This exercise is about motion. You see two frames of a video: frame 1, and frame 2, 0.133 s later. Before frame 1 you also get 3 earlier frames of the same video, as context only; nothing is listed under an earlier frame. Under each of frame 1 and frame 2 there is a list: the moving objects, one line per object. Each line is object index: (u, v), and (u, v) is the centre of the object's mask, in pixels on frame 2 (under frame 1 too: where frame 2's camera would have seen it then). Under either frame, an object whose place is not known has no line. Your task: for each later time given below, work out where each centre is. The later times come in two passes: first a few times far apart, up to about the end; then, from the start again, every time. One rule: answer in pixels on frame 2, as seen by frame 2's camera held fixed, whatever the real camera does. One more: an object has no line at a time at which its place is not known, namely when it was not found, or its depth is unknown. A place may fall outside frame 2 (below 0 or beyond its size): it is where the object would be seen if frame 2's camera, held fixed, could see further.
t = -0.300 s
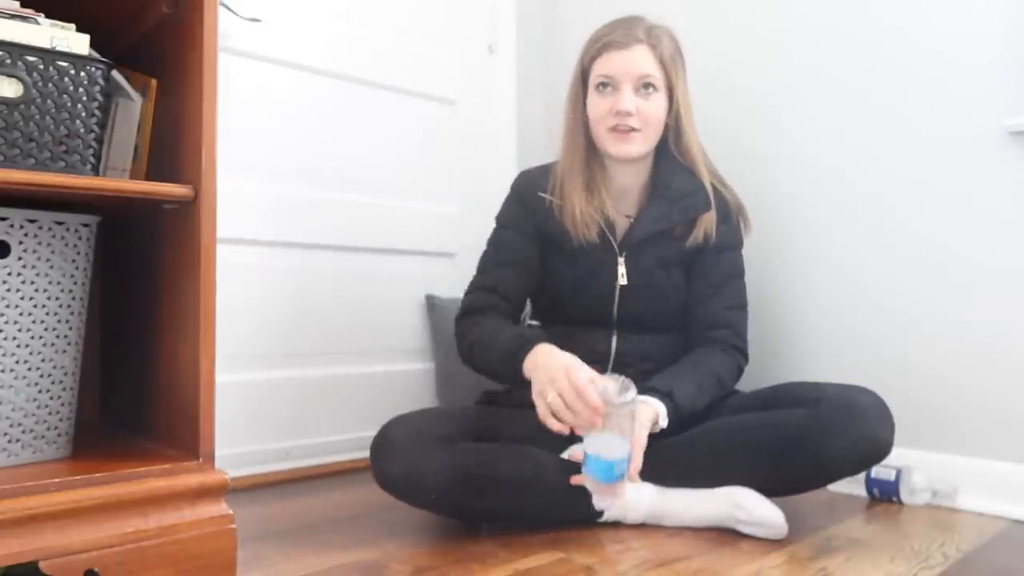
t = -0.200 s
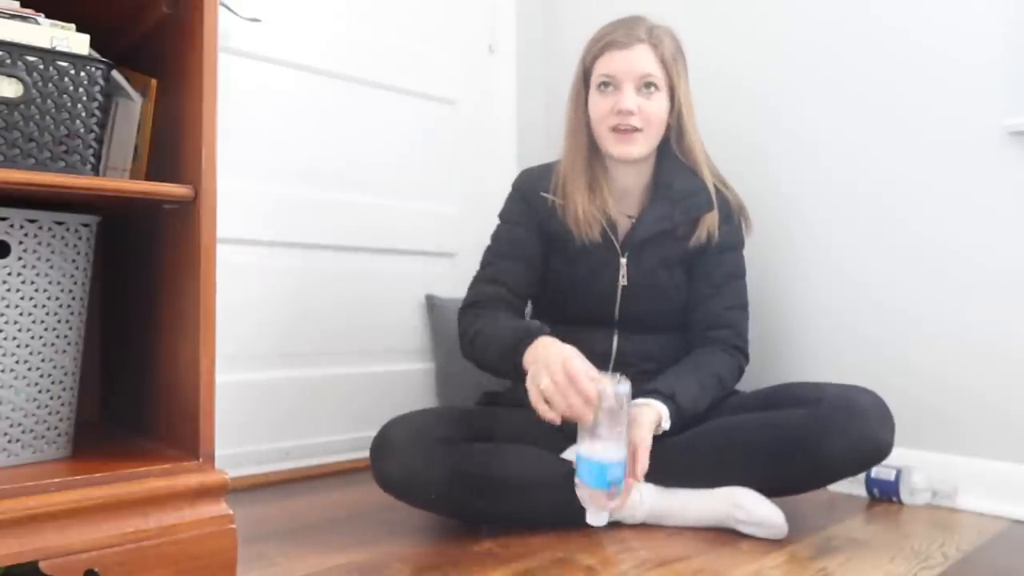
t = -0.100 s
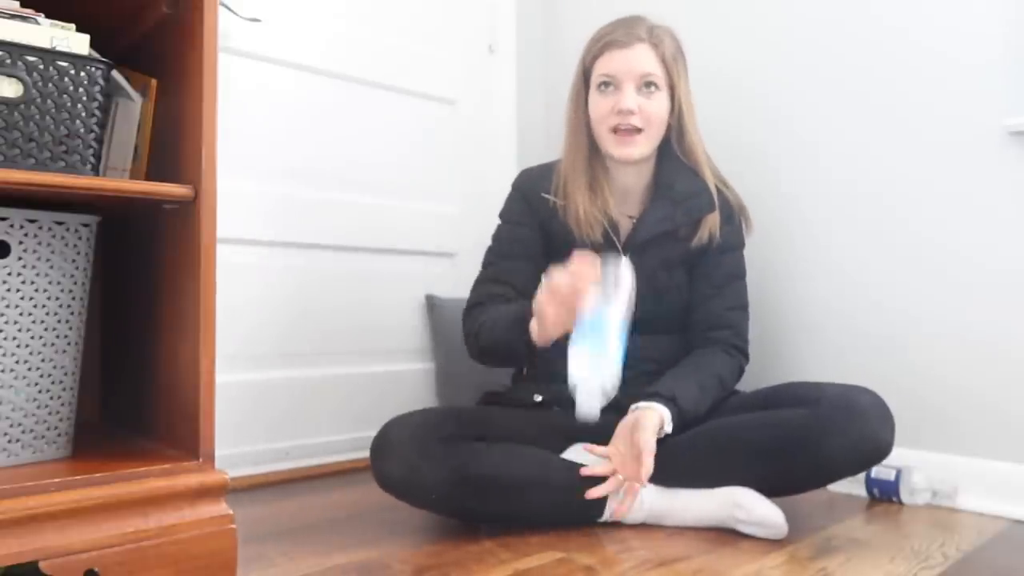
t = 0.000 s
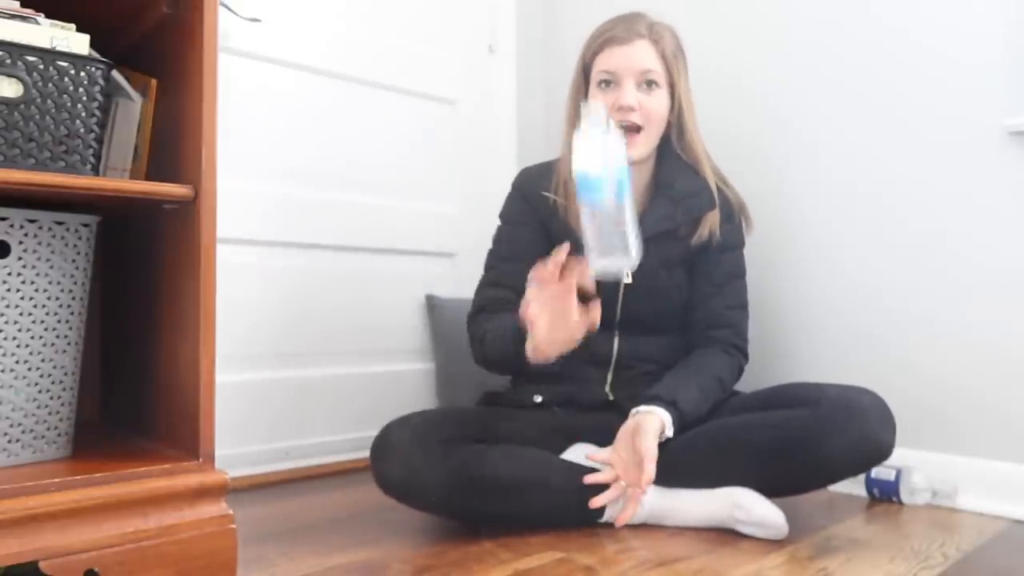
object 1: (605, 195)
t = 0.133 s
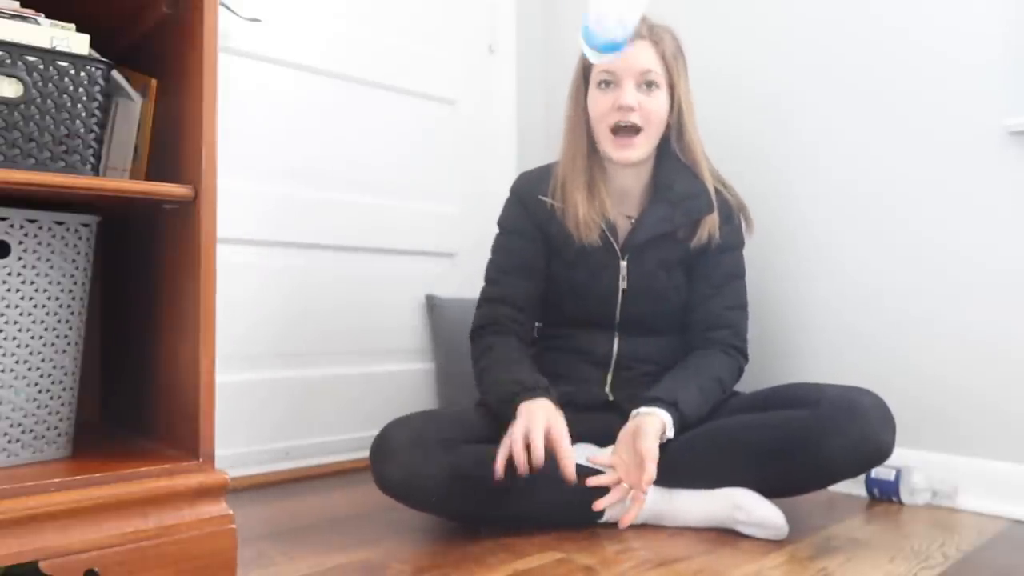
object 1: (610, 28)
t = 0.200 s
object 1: (609, 29)
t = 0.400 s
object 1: (626, 157)
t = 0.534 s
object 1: (633, 433)
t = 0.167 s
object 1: (608, 27)
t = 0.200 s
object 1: (609, 29)
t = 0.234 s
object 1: (611, 34)
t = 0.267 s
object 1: (614, 42)
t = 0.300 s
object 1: (618, 57)
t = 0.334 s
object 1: (621, 73)
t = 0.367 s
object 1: (623, 107)
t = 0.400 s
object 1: (626, 157)
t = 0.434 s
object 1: (628, 214)
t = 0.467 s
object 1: (630, 276)
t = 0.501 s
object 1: (631, 346)
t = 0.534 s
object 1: (633, 433)
